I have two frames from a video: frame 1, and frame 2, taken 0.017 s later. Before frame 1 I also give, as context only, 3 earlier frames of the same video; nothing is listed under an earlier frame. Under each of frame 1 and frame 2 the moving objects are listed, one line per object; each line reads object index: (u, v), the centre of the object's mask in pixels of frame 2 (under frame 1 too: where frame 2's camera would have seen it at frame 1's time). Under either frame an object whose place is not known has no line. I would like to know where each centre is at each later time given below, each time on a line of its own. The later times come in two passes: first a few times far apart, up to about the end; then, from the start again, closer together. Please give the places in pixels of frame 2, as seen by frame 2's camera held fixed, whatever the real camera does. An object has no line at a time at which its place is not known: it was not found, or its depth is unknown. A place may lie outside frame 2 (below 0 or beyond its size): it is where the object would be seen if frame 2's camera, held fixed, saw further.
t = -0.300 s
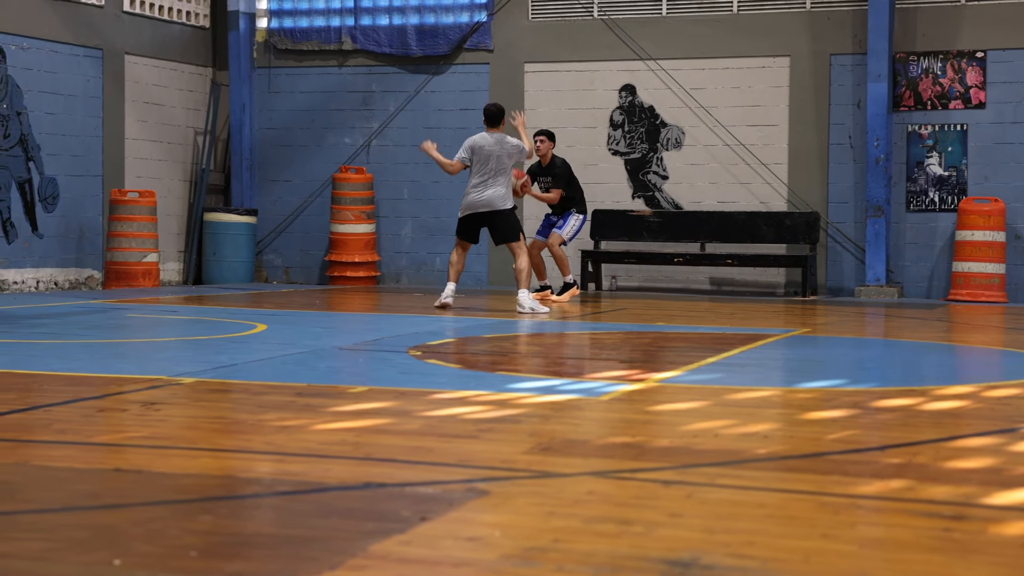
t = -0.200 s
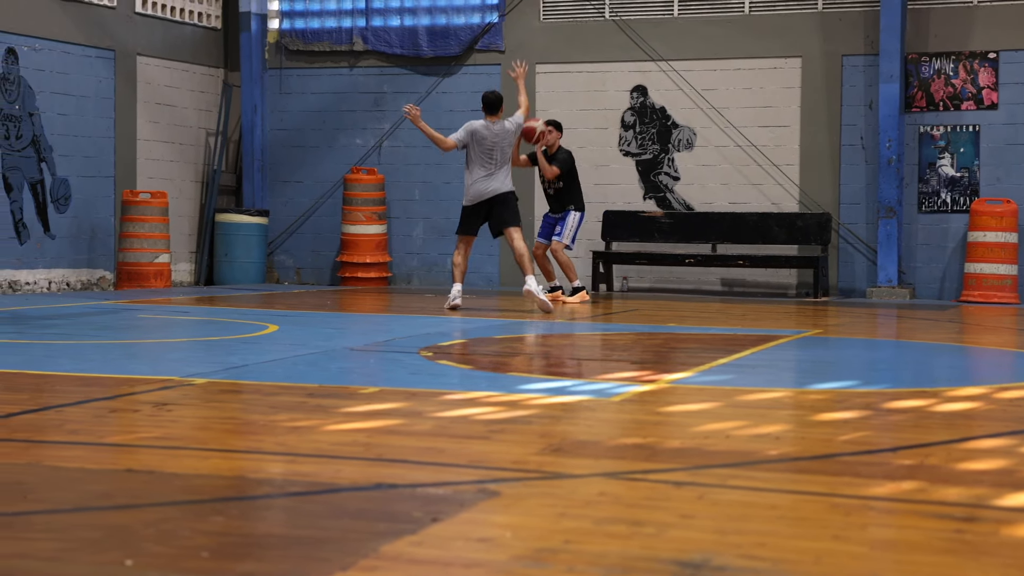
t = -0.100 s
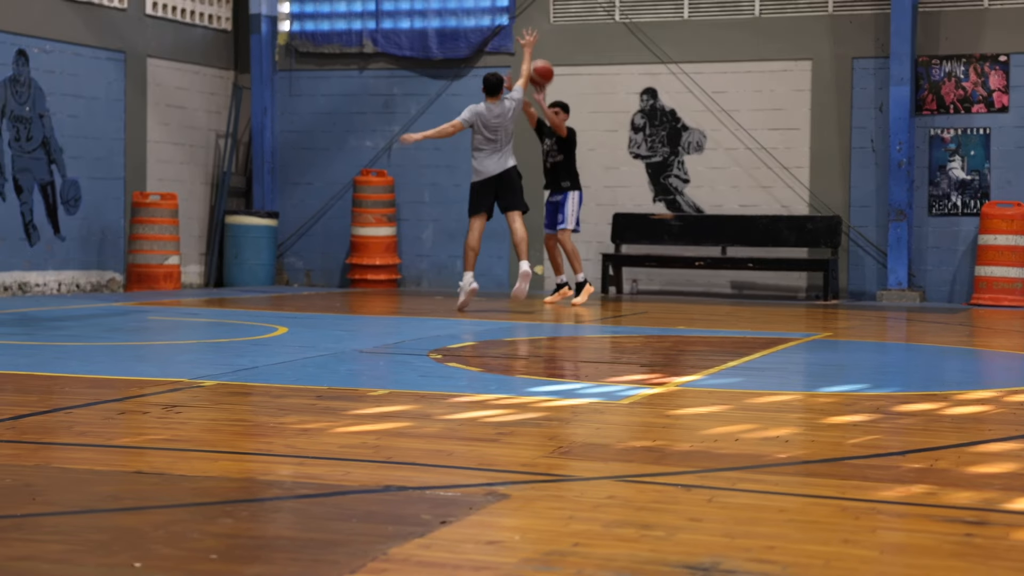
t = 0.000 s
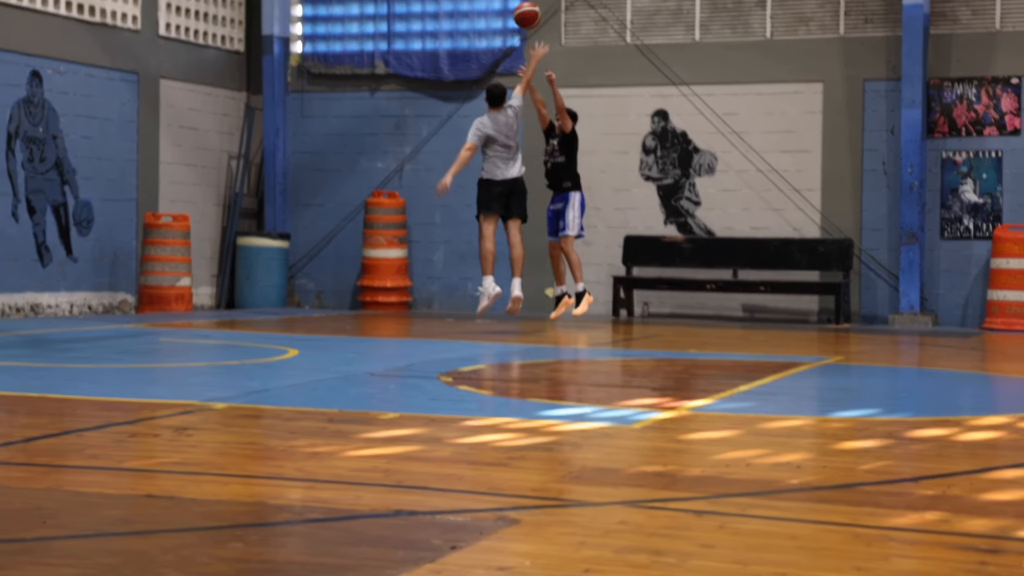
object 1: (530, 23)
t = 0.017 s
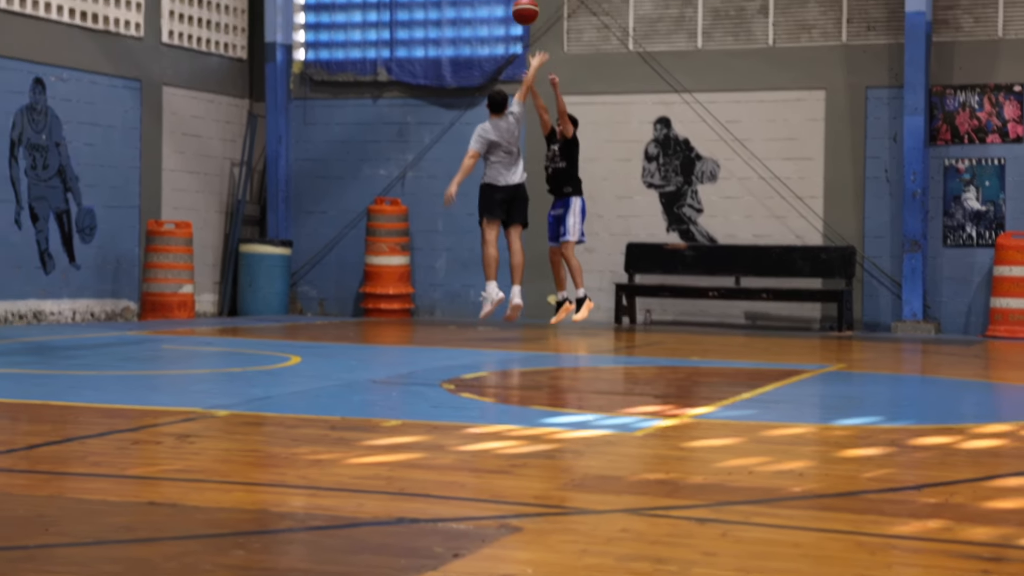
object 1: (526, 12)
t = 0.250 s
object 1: (464, -124)
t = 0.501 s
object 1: (395, -204)
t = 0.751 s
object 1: (317, -207)
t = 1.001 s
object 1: (235, -121)
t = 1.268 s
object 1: (141, 75)
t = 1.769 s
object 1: (23, 120)
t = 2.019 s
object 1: (-12, -4)
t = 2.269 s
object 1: (-46, -30)
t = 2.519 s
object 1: (-80, 52)
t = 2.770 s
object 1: (-114, 255)
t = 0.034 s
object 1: (521, 2)
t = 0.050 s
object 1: (517, -8)
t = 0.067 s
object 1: (513, -18)
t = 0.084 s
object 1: (508, -28)
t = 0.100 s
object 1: (504, -38)
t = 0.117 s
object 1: (500, -48)
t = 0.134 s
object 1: (496, -59)
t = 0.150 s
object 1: (490, -69)
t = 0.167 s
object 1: (486, -80)
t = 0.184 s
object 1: (482, -89)
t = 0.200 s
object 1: (478, -99)
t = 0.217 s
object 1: (473, -108)
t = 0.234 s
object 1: (469, -117)
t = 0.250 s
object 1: (464, -124)
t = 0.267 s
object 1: (459, -132)
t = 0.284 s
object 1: (455, -139)
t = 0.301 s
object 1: (451, -146)
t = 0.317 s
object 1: (446, -153)
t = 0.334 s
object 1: (442, -159)
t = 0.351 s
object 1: (437, -165)
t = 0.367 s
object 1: (432, -171)
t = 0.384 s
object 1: (428, -176)
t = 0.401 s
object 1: (423, -182)
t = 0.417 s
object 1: (419, -187)
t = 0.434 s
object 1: (414, -190)
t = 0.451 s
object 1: (409, -195)
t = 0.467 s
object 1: (404, -198)
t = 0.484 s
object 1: (399, -201)
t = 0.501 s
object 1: (395, -204)
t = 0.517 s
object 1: (389, -207)
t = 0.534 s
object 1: (385, -210)
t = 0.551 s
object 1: (380, -211)
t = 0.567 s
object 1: (375, -213)
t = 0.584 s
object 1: (370, -214)
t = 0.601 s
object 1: (365, -215)
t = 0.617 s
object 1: (360, -216)
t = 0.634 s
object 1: (355, -216)
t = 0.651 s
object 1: (349, -216)
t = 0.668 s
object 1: (344, -215)
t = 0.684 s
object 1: (339, -214)
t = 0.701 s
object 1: (334, -213)
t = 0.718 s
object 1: (329, -211)
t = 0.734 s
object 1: (323, -209)
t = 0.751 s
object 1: (317, -207)
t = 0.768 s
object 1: (312, -204)
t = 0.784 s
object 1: (307, -202)
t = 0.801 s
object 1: (302, -198)
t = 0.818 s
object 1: (296, -193)
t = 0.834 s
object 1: (291, -189)
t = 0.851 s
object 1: (285, -184)
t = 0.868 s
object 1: (280, -178)
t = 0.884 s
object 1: (275, -173)
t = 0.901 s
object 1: (269, -167)
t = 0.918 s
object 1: (263, -160)
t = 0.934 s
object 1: (258, -154)
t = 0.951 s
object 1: (252, -145)
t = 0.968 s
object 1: (246, -138)
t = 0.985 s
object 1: (241, -129)
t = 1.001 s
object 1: (235, -121)
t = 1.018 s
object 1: (229, -112)
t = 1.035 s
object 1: (223, -103)
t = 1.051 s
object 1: (218, -93)
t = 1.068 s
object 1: (212, -83)
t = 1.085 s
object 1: (205, -71)
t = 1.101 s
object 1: (200, -60)
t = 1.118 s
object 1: (194, -48)
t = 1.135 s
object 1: (189, -36)
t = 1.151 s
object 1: (183, -24)
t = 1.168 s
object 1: (176, -11)
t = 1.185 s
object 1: (171, 2)
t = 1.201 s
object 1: (165, 16)
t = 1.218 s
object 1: (158, 30)
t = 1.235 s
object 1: (153, 45)
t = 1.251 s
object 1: (146, 60)
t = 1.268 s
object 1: (141, 75)
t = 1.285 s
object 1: (134, 91)
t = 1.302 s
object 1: (128, 107)
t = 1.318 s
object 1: (122, 124)
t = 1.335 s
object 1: (116, 142)
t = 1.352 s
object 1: (110, 159)
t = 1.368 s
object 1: (104, 178)
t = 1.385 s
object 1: (99, 196)
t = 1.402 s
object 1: (92, 216)
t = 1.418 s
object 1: (87, 235)
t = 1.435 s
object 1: (80, 255)
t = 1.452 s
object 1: (75, 276)
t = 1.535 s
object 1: (52, 310)
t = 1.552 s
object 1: (50, 293)
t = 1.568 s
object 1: (48, 278)
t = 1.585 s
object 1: (46, 264)
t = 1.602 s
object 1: (43, 249)
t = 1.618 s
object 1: (42, 235)
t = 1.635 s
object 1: (40, 220)
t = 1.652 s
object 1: (37, 207)
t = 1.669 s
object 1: (35, 192)
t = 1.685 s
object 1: (34, 179)
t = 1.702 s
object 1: (32, 167)
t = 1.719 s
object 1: (29, 155)
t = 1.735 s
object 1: (27, 143)
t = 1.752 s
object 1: (25, 131)
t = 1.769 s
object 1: (23, 120)
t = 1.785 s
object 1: (20, 109)
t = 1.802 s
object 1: (18, 98)
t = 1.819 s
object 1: (16, 88)
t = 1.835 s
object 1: (13, 79)
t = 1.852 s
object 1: (11, 69)
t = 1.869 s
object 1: (9, 59)
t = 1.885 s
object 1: (6, 51)
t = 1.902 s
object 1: (3, 42)
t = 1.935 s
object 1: (-1, 28)
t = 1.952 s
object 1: (-3, 21)
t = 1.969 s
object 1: (-5, 14)
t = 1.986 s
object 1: (-7, 7)
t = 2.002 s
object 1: (-10, 2)
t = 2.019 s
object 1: (-12, -4)
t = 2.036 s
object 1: (-14, -8)
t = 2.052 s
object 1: (-17, -13)
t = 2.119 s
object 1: (-26, -27)
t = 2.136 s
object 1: (-28, -29)
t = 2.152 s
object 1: (-30, -30)
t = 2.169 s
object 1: (-33, -32)
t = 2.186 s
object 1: (-35, -33)
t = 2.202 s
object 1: (-37, -33)
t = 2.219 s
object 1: (-40, -33)
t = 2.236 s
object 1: (-42, -33)
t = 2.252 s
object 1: (-44, -32)
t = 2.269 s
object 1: (-46, -30)
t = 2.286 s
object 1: (-49, -28)
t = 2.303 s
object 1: (-51, -26)
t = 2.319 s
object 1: (-53, -23)
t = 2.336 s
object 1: (-55, -20)
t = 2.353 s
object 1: (-58, -16)
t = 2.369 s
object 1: (-60, -12)
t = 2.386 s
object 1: (-63, -7)
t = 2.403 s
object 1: (-65, -1)
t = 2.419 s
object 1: (-67, 5)
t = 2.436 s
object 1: (-69, 11)
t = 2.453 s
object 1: (-72, 19)
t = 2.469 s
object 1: (-74, 26)
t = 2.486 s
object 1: (-76, 34)
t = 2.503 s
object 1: (-78, 43)
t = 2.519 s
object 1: (-80, 52)
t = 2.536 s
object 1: (-82, 62)
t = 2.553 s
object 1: (-84, 73)
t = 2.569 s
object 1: (-87, 83)
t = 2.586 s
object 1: (-89, 94)
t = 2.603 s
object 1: (-92, 106)
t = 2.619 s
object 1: (-94, 118)
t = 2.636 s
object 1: (-96, 131)
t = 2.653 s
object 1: (-98, 145)
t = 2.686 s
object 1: (-103, 174)
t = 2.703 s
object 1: (-105, 189)
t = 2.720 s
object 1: (-107, 205)
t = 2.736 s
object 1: (-109, 221)
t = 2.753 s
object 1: (-111, 238)
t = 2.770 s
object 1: (-114, 255)
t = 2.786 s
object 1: (-116, 274)
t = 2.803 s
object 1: (-118, 293)
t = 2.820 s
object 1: (-121, 313)
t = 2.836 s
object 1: (-122, 333)
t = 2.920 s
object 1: (-139, 320)
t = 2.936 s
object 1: (-143, 306)
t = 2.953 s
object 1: (-147, 292)
